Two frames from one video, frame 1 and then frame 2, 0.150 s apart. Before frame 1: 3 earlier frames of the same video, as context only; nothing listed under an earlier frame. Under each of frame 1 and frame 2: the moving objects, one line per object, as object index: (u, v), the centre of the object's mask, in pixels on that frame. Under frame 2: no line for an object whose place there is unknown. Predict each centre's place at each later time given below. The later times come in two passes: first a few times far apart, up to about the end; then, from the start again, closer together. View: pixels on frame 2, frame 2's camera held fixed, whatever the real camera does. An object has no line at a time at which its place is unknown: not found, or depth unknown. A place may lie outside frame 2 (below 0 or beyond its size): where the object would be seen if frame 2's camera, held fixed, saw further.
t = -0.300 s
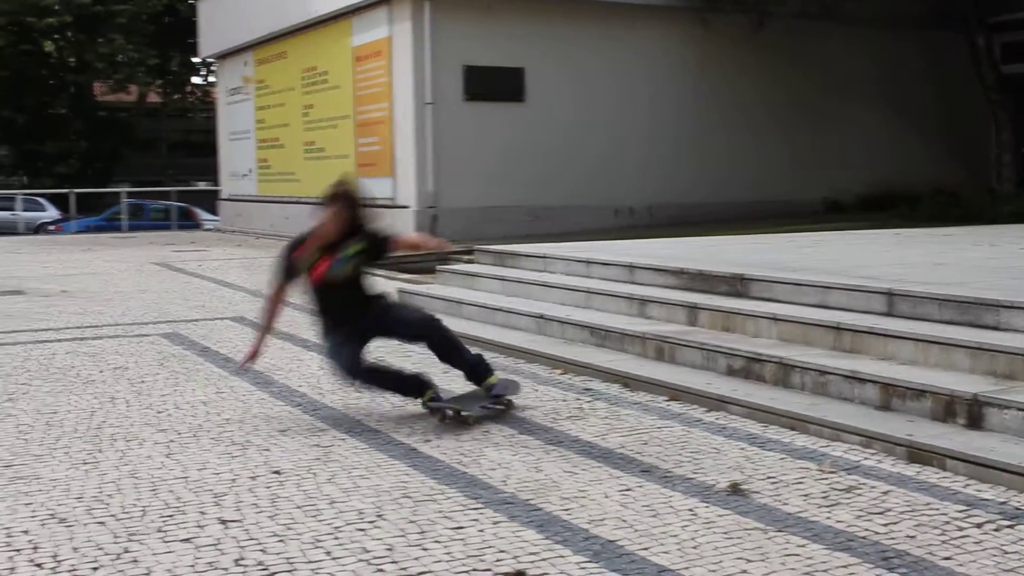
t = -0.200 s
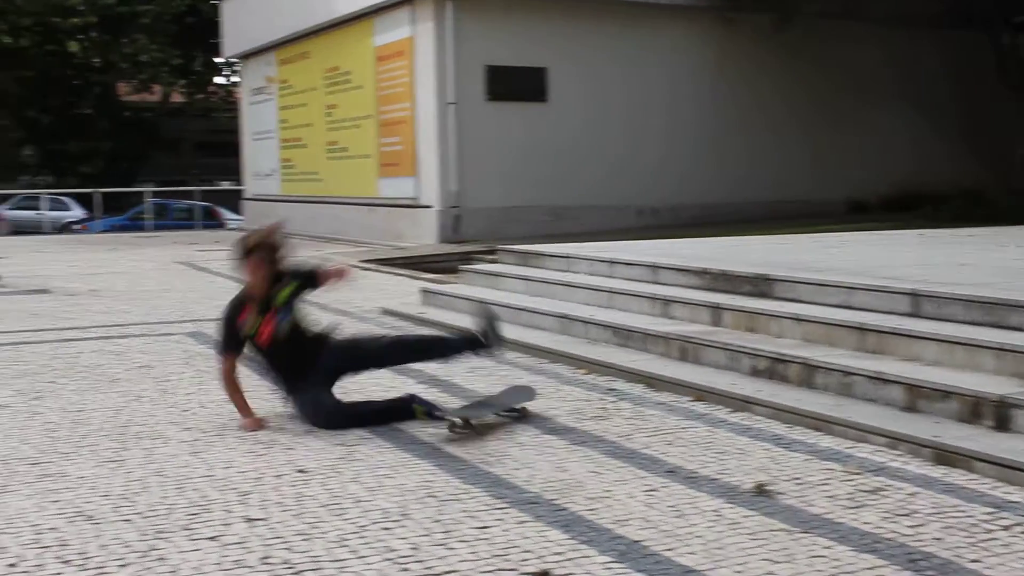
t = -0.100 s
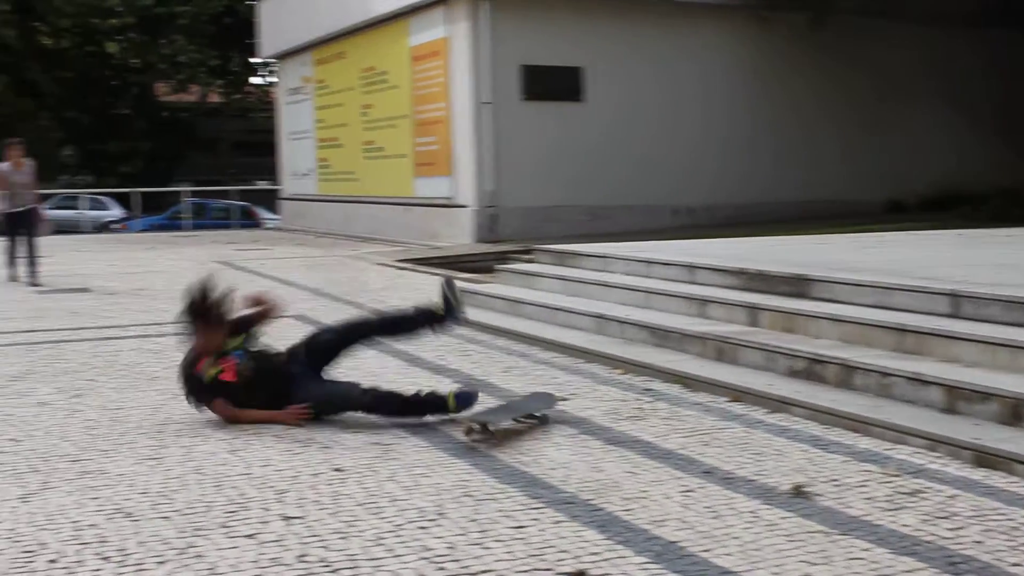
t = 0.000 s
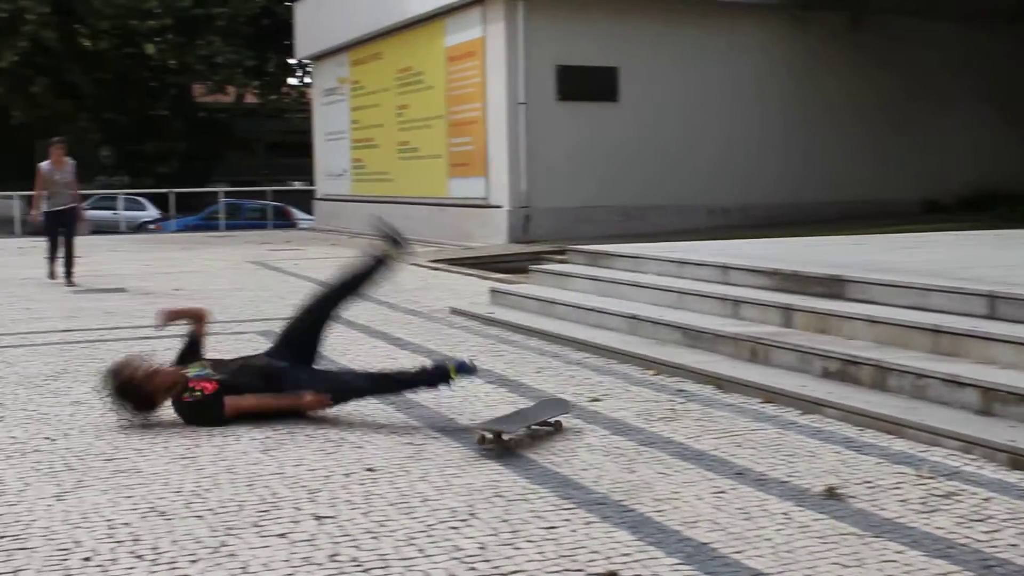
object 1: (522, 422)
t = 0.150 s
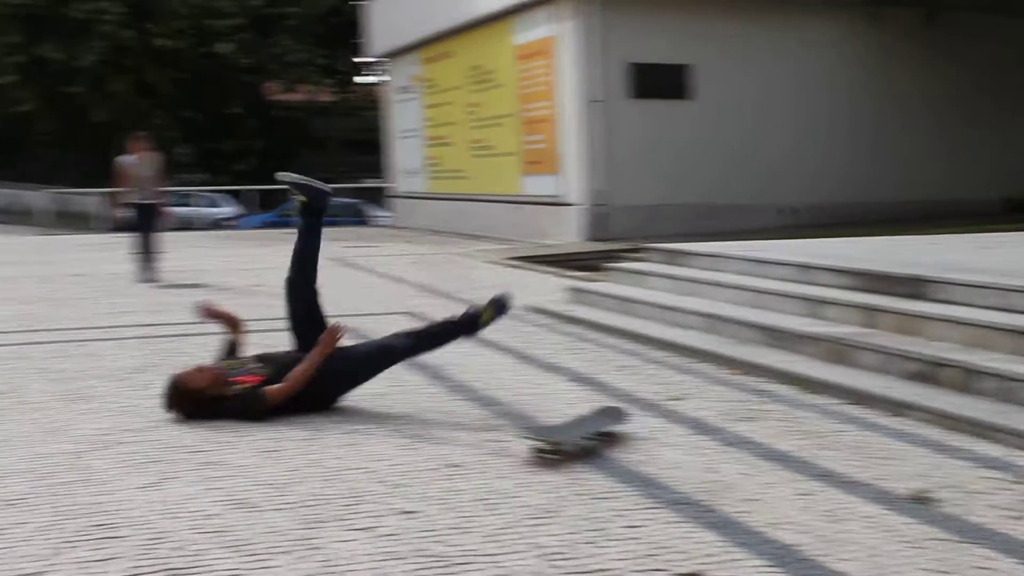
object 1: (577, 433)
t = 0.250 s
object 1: (563, 441)
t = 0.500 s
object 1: (522, 456)
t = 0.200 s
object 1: (570, 437)
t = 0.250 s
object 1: (563, 441)
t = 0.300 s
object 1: (555, 443)
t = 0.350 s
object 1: (547, 446)
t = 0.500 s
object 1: (522, 456)
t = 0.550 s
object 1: (515, 459)
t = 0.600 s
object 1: (506, 463)
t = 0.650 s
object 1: (499, 467)
